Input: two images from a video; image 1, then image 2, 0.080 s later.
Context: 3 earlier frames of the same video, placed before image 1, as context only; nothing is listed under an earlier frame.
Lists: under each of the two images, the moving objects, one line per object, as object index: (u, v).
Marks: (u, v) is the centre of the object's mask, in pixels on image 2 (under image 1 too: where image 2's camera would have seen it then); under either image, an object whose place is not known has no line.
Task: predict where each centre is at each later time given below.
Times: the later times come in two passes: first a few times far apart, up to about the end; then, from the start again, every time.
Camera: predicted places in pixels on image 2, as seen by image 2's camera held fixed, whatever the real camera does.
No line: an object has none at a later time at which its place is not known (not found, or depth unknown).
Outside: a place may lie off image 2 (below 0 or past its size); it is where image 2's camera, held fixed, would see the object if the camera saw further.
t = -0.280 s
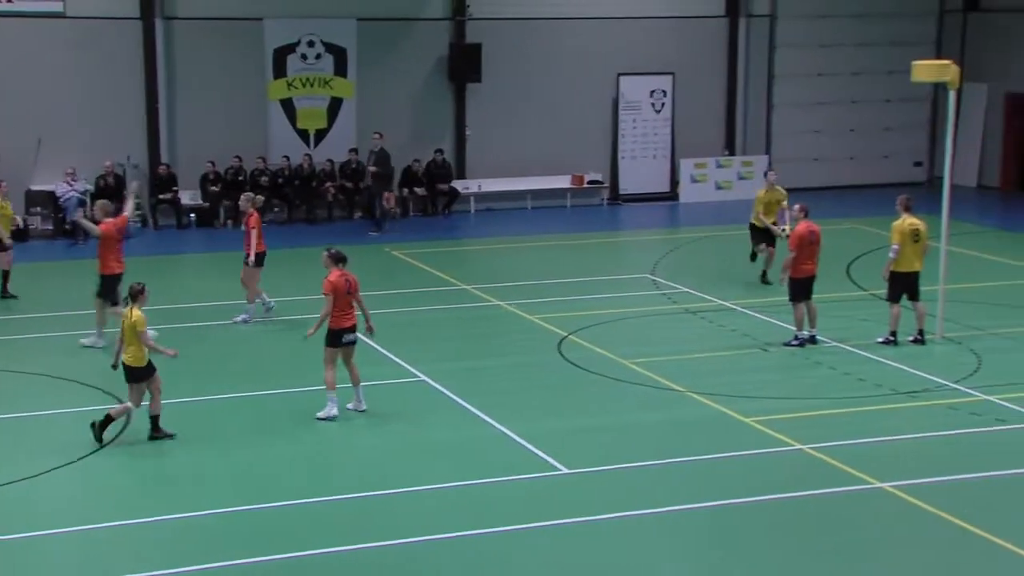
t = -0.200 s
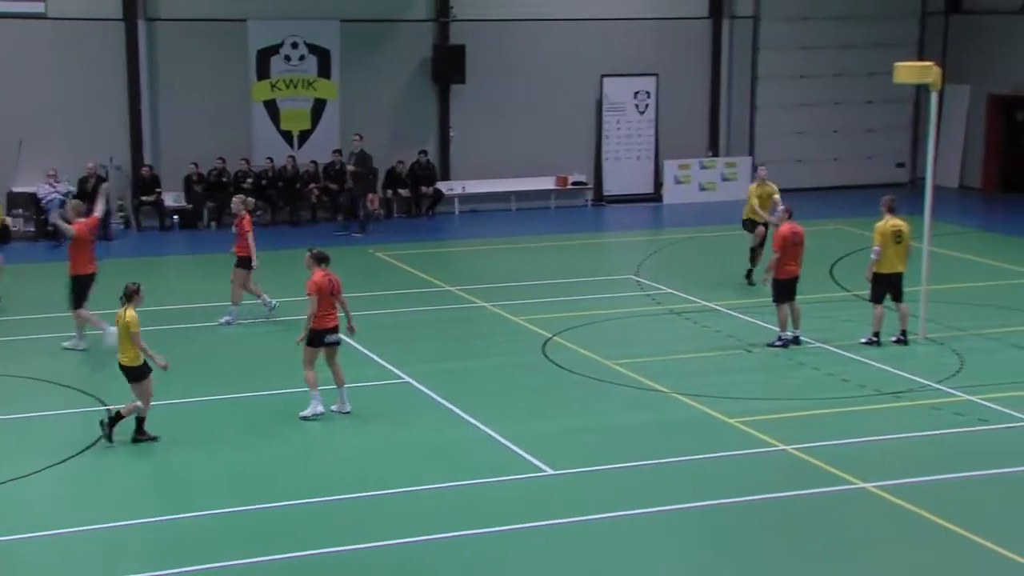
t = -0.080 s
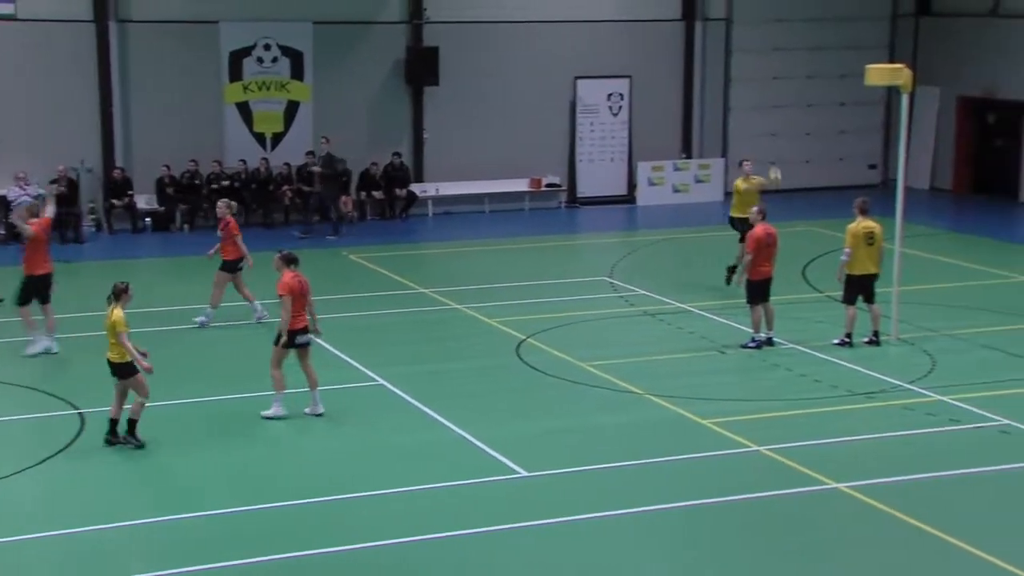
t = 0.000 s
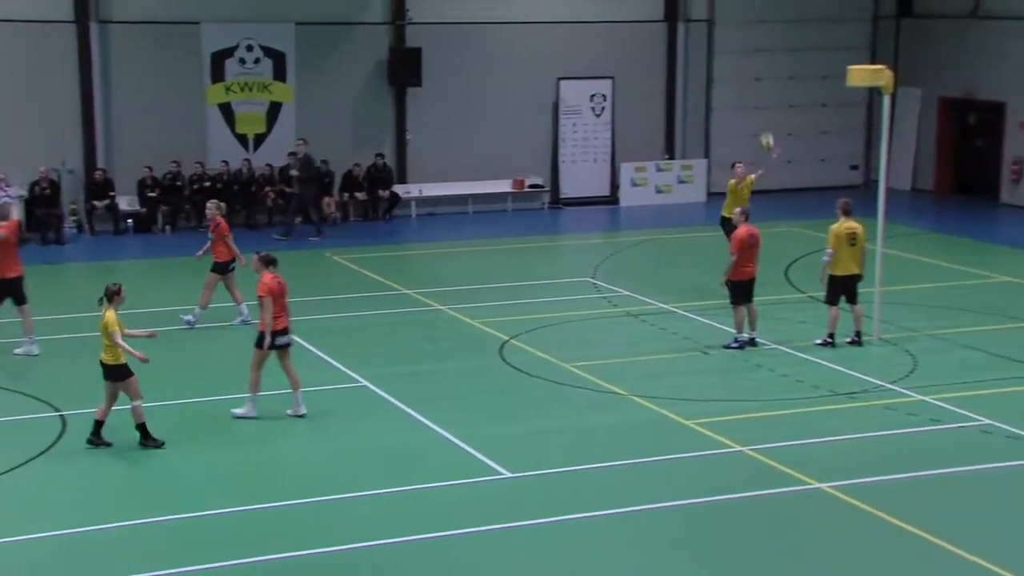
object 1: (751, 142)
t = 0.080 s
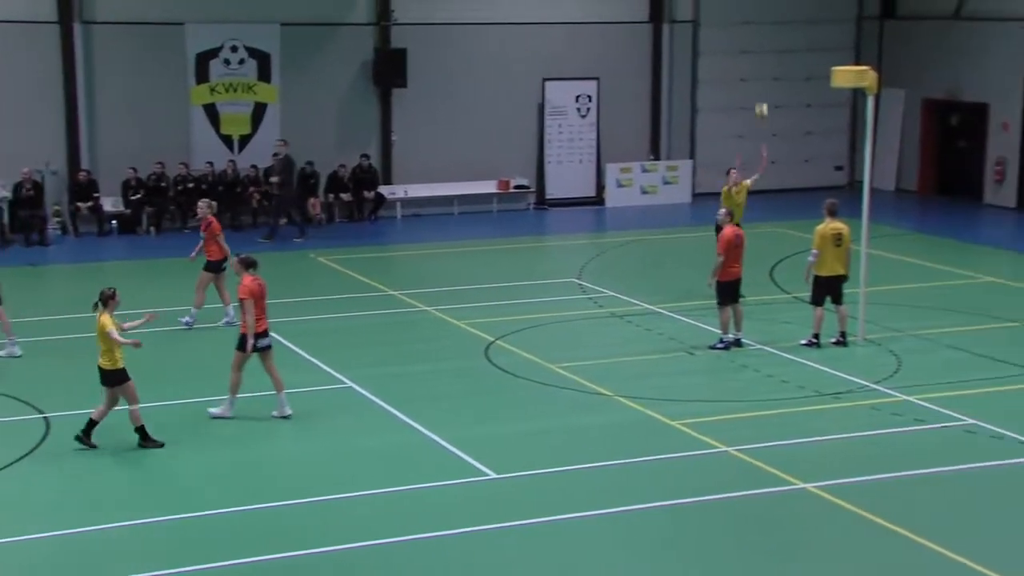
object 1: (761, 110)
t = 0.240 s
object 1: (782, 60)
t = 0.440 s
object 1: (807, 20)
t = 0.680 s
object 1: (836, 13)
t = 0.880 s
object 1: (858, 41)
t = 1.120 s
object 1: (886, 44)
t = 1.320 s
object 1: (906, 51)
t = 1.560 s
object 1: (932, 101)
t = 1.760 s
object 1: (951, 180)
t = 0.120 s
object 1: (766, 95)
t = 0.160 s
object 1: (772, 83)
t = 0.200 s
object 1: (777, 71)
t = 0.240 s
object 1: (782, 60)
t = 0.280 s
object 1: (787, 50)
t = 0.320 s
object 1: (792, 41)
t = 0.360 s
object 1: (797, 33)
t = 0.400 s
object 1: (802, 25)
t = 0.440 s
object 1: (807, 20)
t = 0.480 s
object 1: (812, 16)
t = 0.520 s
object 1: (817, 13)
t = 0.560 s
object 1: (822, 11)
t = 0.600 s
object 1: (827, 11)
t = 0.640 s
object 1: (831, 11)
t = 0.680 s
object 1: (836, 13)
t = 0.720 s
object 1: (841, 16)
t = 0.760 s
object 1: (845, 21)
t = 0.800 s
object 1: (850, 26)
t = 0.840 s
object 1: (854, 33)
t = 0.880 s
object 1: (858, 41)
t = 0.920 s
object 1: (864, 50)
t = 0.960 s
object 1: (868, 60)
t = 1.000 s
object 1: (872, 55)
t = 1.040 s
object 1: (876, 50)
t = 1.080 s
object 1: (881, 46)
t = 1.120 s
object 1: (886, 44)
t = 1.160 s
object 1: (890, 42)
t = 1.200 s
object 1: (894, 42)
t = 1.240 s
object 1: (897, 45)
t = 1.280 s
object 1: (902, 47)
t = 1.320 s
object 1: (906, 51)
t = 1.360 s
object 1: (911, 56)
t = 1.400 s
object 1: (915, 62)
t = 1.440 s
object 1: (920, 70)
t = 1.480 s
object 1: (923, 78)
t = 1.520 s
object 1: (928, 89)
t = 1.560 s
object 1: (932, 101)
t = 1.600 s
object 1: (936, 115)
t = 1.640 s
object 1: (939, 129)
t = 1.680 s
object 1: (943, 145)
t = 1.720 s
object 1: (946, 162)
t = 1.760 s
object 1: (951, 180)
